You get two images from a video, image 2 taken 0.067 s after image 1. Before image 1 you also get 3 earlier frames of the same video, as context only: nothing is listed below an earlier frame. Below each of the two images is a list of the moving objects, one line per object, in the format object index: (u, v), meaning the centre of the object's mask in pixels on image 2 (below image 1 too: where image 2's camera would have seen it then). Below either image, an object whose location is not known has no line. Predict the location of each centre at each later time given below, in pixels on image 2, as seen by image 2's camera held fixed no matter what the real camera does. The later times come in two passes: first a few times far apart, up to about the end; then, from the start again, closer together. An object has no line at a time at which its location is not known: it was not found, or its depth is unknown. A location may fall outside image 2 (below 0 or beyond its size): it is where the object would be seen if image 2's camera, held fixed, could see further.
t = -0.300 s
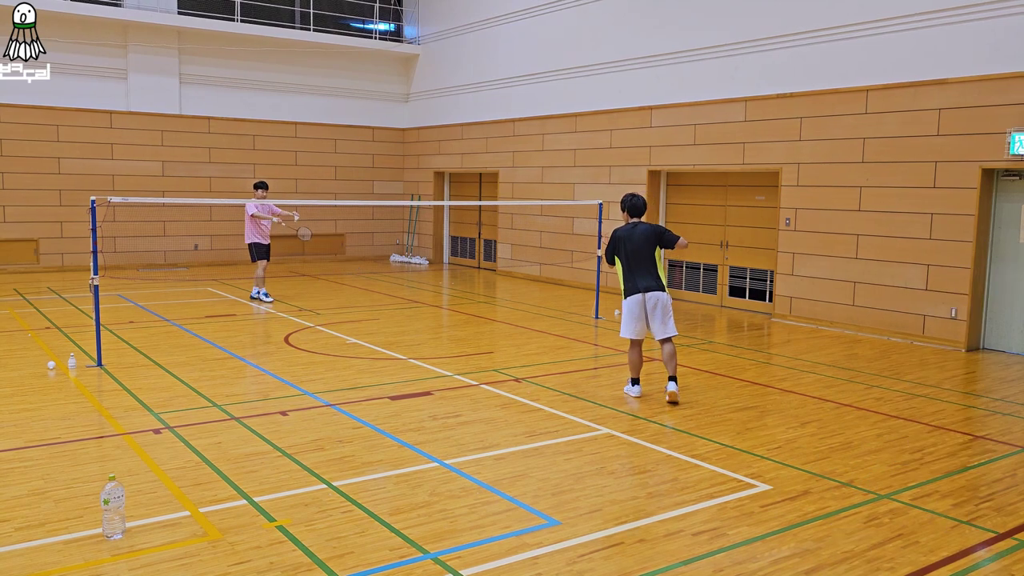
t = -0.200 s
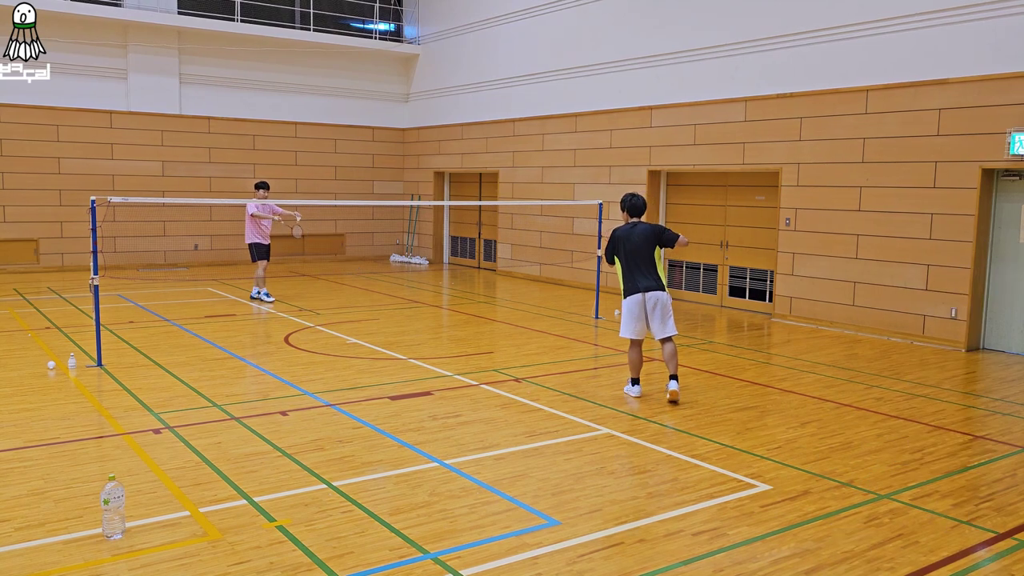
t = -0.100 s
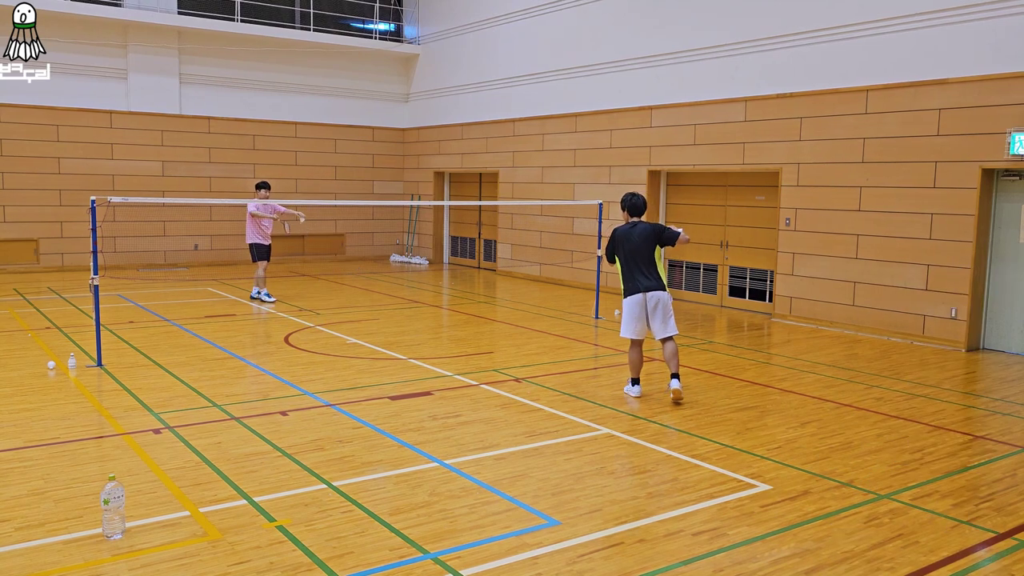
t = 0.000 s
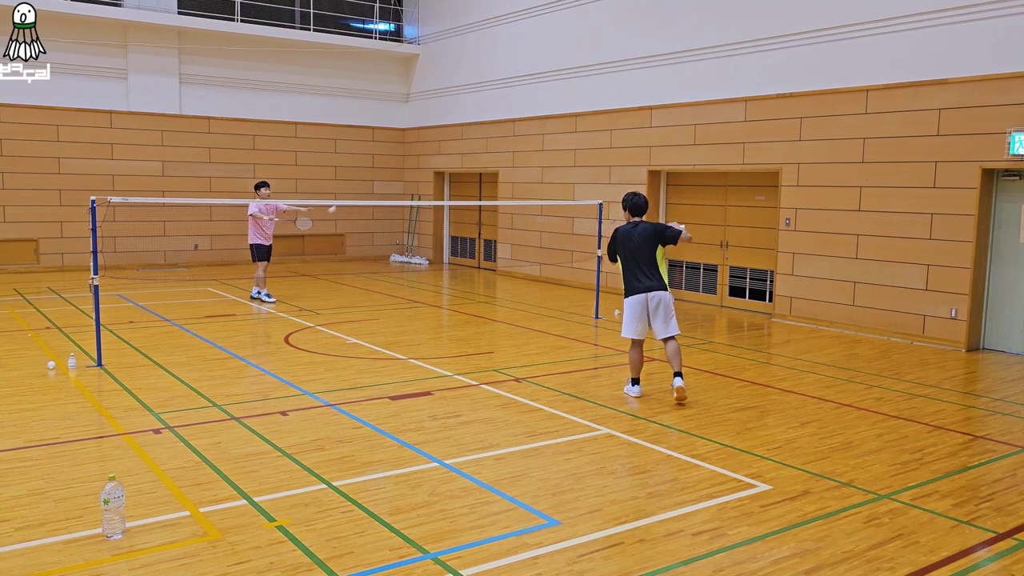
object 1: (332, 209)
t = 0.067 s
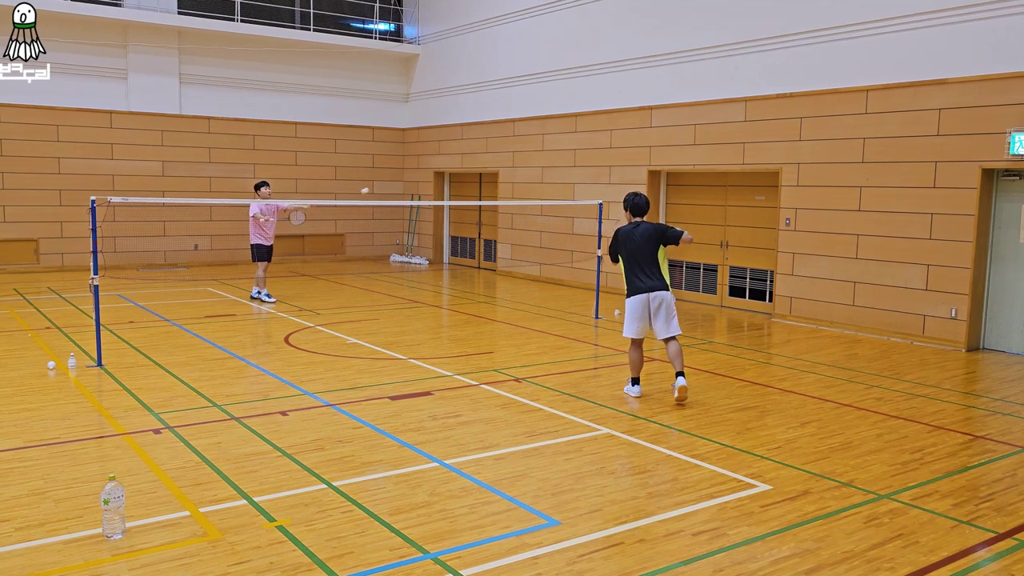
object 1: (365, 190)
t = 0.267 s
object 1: (446, 170)
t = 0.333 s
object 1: (470, 170)
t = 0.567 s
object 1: (551, 198)
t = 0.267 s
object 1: (446, 170)
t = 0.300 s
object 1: (458, 169)
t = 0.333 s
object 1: (470, 170)
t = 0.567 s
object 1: (551, 198)
